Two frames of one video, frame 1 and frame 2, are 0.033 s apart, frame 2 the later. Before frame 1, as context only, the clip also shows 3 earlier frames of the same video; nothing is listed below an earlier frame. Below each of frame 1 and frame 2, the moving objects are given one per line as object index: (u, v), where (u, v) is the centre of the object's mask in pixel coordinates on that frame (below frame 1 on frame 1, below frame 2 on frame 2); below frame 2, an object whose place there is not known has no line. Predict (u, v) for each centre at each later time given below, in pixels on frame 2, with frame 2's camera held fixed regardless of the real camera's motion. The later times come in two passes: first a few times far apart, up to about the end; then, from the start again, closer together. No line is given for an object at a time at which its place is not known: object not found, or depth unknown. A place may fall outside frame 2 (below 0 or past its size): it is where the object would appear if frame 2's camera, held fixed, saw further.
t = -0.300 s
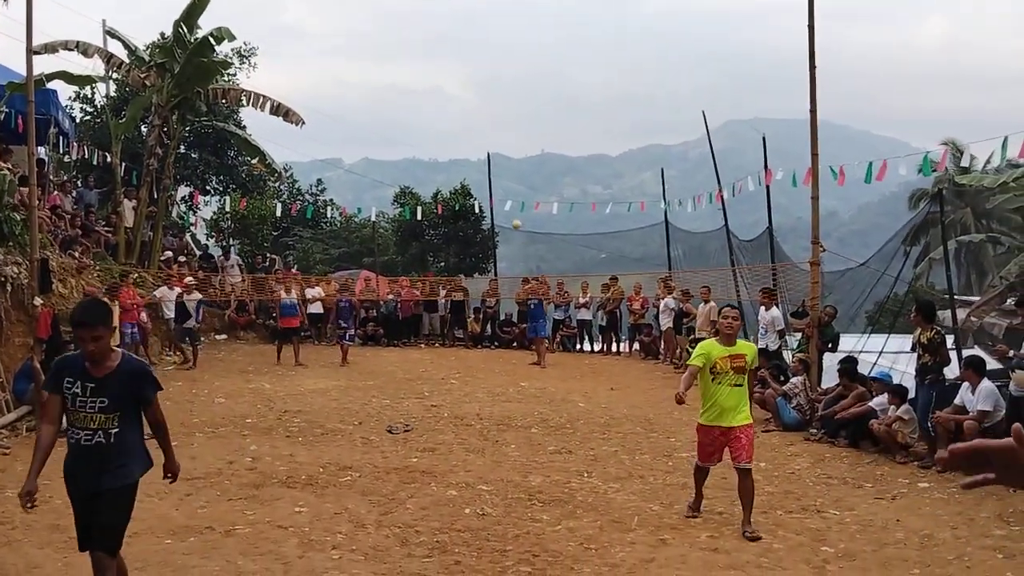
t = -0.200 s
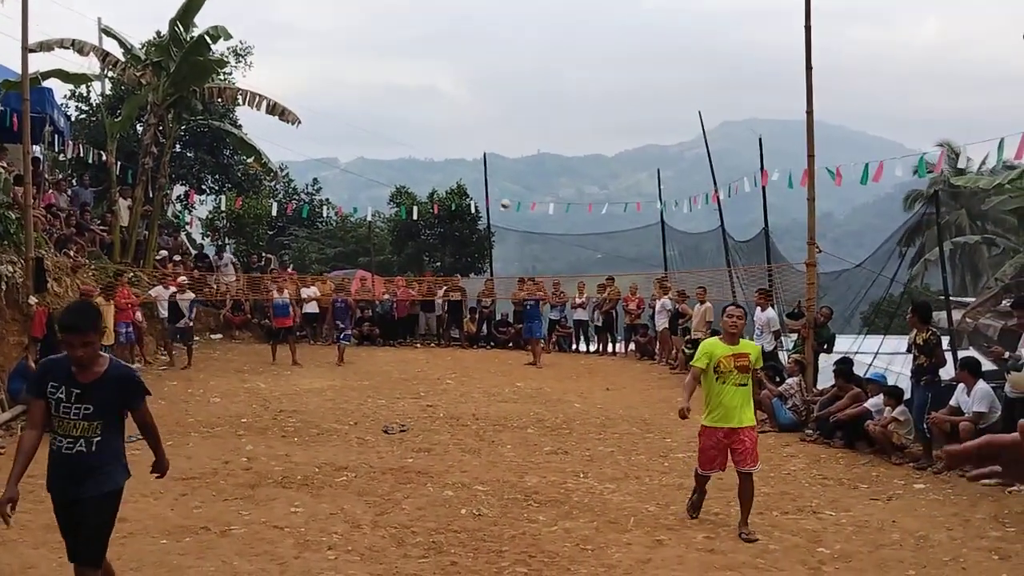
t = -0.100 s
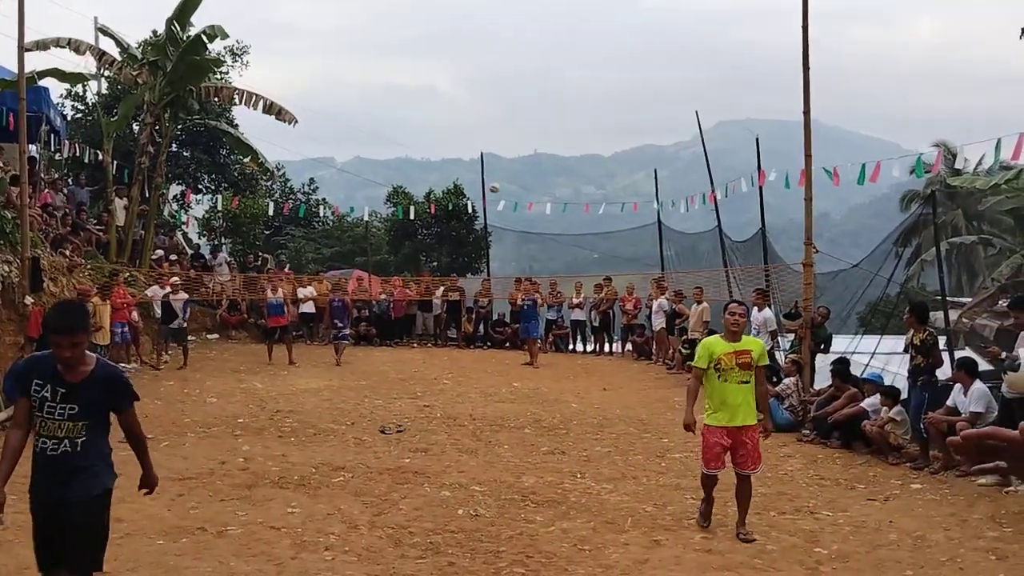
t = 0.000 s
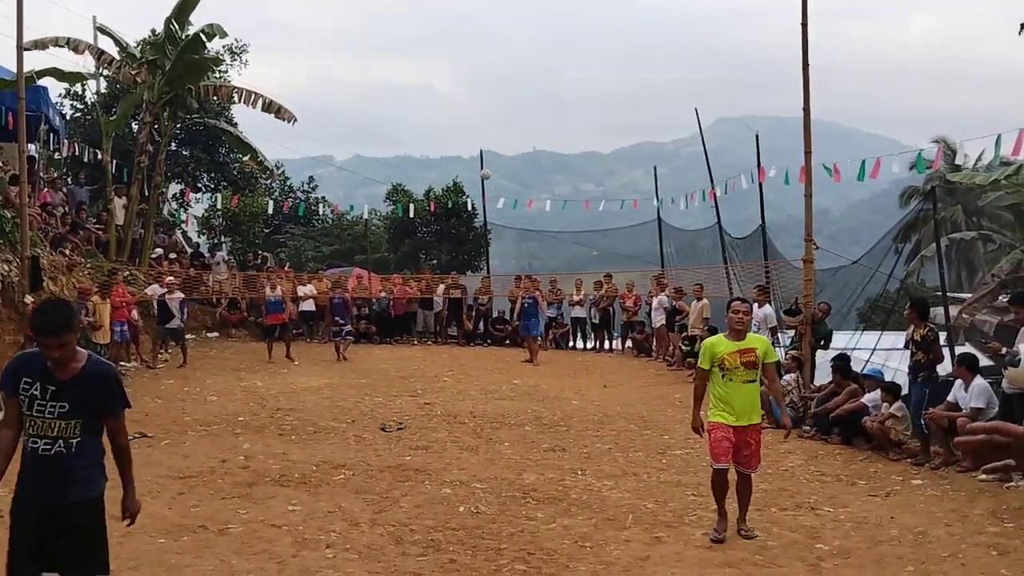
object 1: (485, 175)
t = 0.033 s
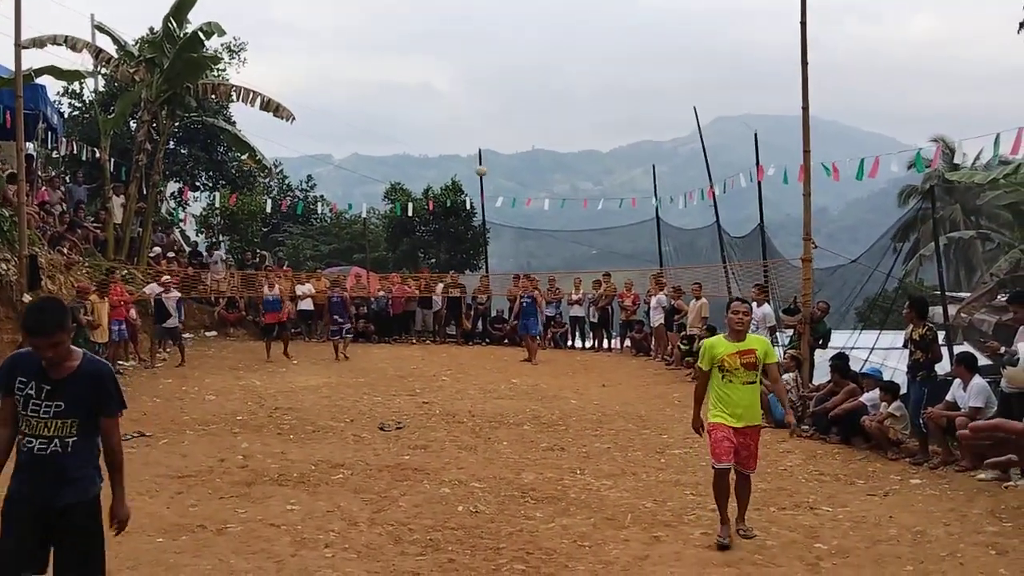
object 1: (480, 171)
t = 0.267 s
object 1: (459, 175)
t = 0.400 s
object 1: (445, 198)
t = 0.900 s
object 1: (370, 474)
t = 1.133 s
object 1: (322, 375)
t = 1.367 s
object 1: (259, 331)
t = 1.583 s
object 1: (184, 363)
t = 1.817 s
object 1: (77, 514)
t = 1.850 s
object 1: (60, 548)
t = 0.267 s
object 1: (459, 175)
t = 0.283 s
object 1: (458, 177)
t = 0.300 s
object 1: (456, 180)
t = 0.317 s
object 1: (455, 182)
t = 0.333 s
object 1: (452, 184)
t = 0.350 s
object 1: (451, 187)
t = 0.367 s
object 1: (449, 190)
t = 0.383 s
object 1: (448, 193)
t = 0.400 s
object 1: (445, 198)
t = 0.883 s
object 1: (373, 483)
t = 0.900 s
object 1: (370, 474)
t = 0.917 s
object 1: (366, 466)
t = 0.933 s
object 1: (364, 457)
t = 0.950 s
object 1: (360, 449)
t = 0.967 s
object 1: (357, 441)
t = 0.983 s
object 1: (354, 433)
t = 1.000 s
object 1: (350, 425)
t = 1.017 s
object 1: (347, 419)
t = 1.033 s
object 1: (344, 412)
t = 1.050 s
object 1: (340, 404)
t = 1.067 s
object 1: (336, 398)
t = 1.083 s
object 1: (333, 392)
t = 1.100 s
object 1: (329, 386)
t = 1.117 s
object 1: (325, 380)
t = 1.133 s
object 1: (322, 375)
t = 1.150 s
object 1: (317, 369)
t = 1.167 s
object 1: (314, 364)
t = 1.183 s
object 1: (309, 360)
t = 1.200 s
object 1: (305, 355)
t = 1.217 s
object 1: (301, 351)
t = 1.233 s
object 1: (297, 348)
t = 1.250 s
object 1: (293, 345)
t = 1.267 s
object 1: (288, 342)
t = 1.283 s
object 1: (283, 339)
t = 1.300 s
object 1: (279, 337)
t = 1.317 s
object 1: (274, 334)
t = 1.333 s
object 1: (269, 333)
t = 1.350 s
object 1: (264, 332)
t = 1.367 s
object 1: (259, 331)
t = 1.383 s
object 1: (254, 331)
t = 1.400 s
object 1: (249, 331)
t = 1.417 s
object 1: (243, 331)
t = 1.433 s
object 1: (238, 332)
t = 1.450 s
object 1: (232, 333)
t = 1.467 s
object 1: (227, 336)
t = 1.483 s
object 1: (221, 338)
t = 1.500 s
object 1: (216, 341)
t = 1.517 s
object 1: (210, 344)
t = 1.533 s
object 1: (203, 348)
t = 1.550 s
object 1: (197, 352)
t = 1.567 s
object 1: (191, 357)
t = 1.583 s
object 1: (184, 363)
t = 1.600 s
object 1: (177, 369)
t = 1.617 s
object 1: (170, 375)
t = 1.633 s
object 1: (164, 384)
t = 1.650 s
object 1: (156, 391)
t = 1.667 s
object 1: (149, 400)
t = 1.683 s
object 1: (142, 410)
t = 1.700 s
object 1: (135, 420)
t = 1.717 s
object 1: (126, 431)
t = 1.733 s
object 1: (119, 443)
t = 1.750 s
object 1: (111, 455)
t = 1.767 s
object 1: (104, 467)
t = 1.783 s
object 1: (94, 482)
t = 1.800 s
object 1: (85, 499)
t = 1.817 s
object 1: (77, 514)
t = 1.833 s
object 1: (69, 530)
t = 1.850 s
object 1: (60, 548)
